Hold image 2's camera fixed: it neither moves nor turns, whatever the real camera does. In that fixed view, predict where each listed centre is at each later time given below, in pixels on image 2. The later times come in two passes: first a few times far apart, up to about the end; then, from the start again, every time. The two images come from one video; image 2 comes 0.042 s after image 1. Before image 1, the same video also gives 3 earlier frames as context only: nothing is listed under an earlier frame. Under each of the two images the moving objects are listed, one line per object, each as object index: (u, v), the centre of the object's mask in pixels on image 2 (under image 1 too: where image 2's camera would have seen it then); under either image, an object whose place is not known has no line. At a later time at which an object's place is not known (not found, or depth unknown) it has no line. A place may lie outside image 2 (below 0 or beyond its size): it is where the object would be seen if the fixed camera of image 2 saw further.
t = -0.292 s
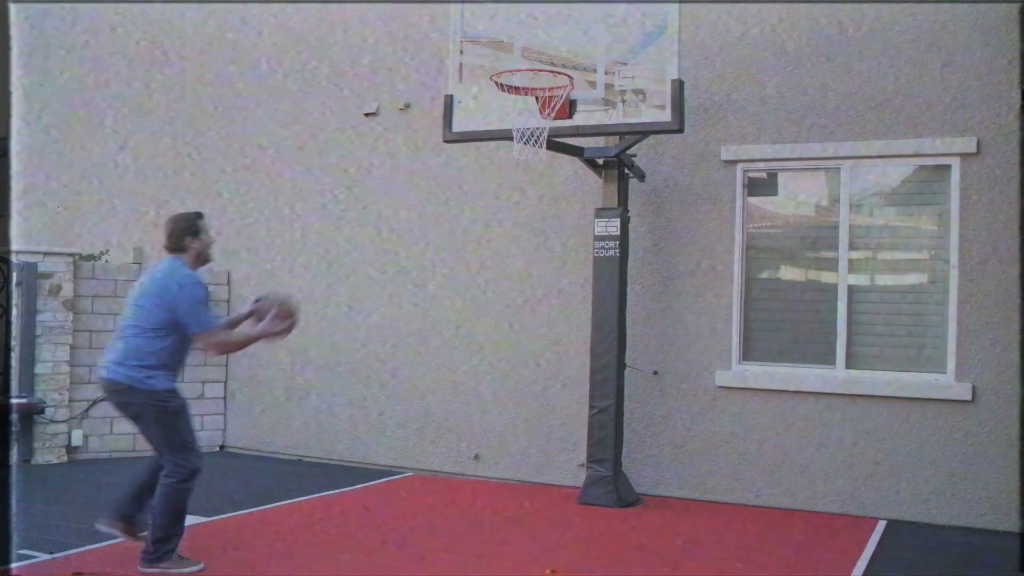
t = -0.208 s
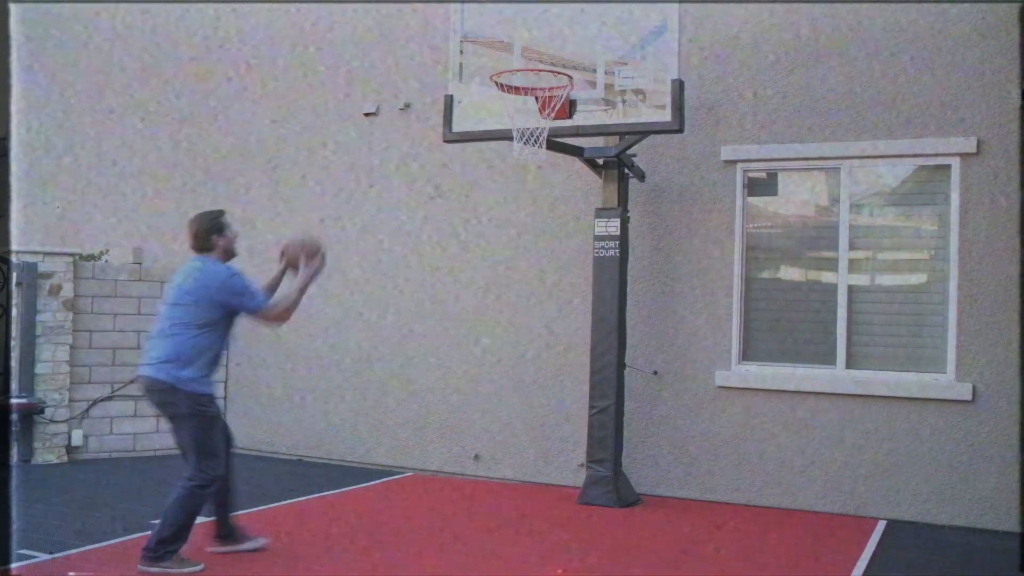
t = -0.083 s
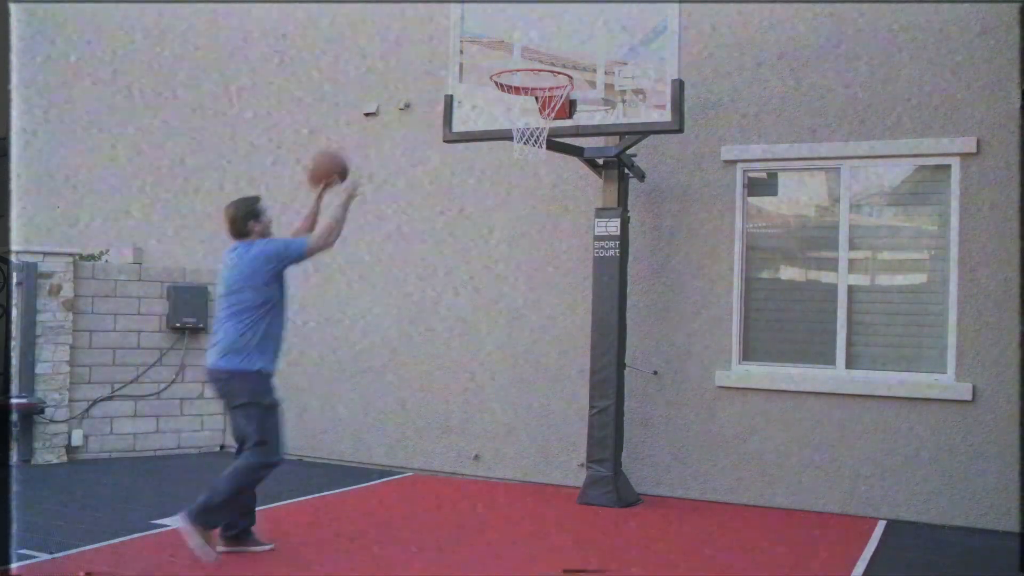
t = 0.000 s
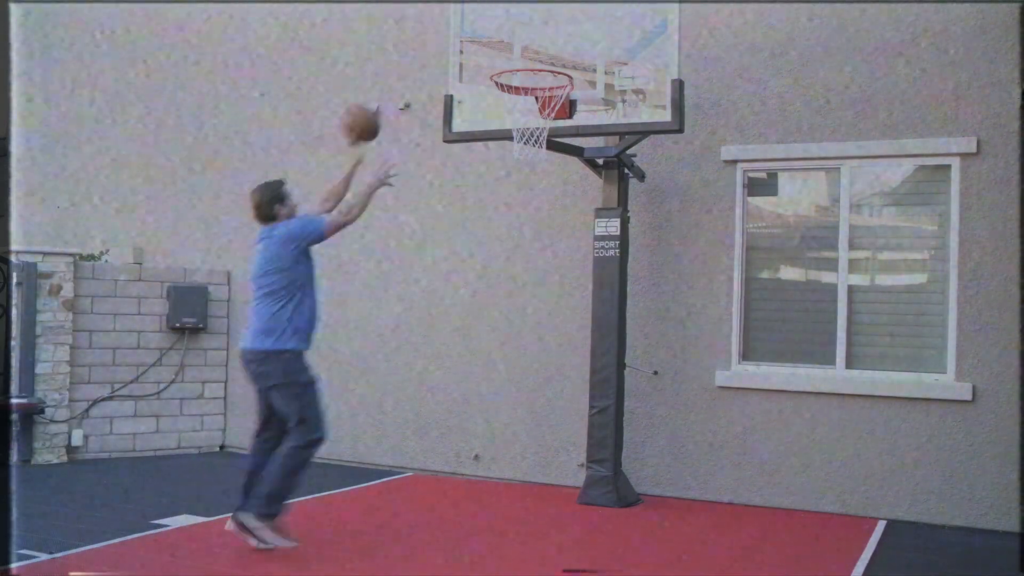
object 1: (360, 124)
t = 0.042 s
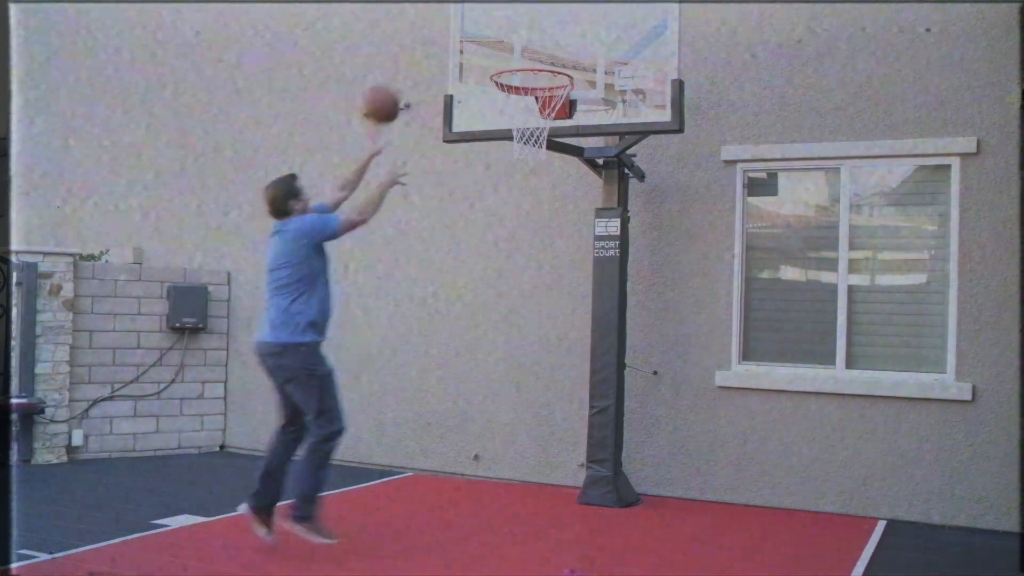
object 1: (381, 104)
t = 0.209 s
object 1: (460, 61)
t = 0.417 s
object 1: (503, 57)
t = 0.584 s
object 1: (511, 53)
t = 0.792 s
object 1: (538, 44)
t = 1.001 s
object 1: (567, 97)
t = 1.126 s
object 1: (585, 171)
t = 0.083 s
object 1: (401, 89)
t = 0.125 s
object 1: (421, 76)
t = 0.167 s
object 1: (440, 68)
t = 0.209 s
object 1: (460, 61)
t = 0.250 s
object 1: (477, 57)
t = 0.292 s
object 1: (495, 55)
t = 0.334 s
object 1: (504, 55)
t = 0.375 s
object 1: (504, 55)
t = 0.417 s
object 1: (503, 57)
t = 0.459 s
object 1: (503, 57)
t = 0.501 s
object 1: (505, 55)
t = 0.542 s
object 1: (507, 55)
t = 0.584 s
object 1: (511, 53)
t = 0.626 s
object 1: (516, 50)
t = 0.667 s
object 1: (522, 49)
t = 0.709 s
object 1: (527, 45)
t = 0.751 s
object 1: (533, 43)
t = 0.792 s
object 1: (538, 44)
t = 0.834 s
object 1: (544, 48)
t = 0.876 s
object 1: (550, 55)
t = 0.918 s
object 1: (556, 66)
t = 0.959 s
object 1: (562, 80)
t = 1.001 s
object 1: (567, 97)
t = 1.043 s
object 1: (574, 118)
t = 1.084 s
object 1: (578, 143)
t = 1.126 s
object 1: (585, 171)
